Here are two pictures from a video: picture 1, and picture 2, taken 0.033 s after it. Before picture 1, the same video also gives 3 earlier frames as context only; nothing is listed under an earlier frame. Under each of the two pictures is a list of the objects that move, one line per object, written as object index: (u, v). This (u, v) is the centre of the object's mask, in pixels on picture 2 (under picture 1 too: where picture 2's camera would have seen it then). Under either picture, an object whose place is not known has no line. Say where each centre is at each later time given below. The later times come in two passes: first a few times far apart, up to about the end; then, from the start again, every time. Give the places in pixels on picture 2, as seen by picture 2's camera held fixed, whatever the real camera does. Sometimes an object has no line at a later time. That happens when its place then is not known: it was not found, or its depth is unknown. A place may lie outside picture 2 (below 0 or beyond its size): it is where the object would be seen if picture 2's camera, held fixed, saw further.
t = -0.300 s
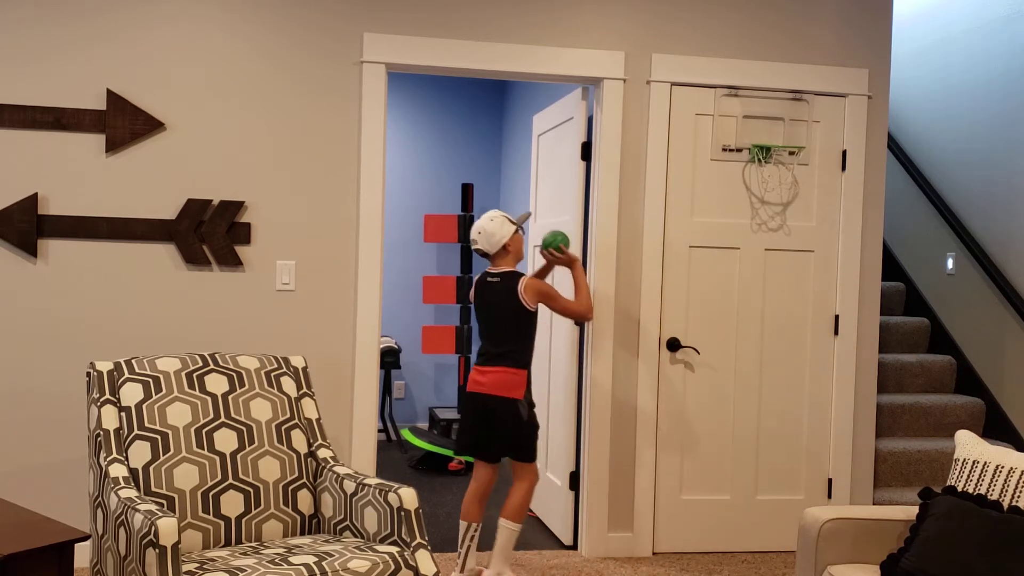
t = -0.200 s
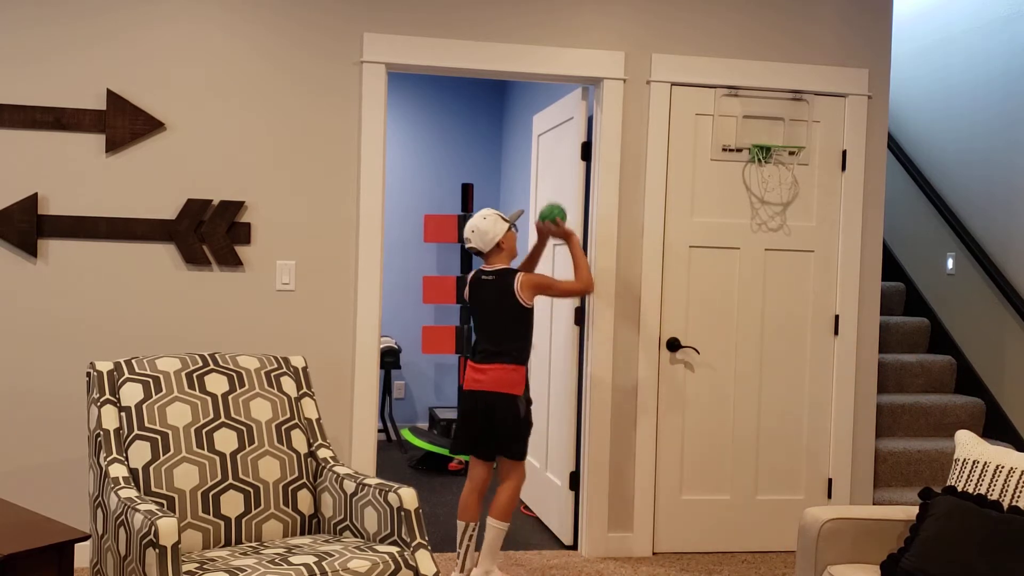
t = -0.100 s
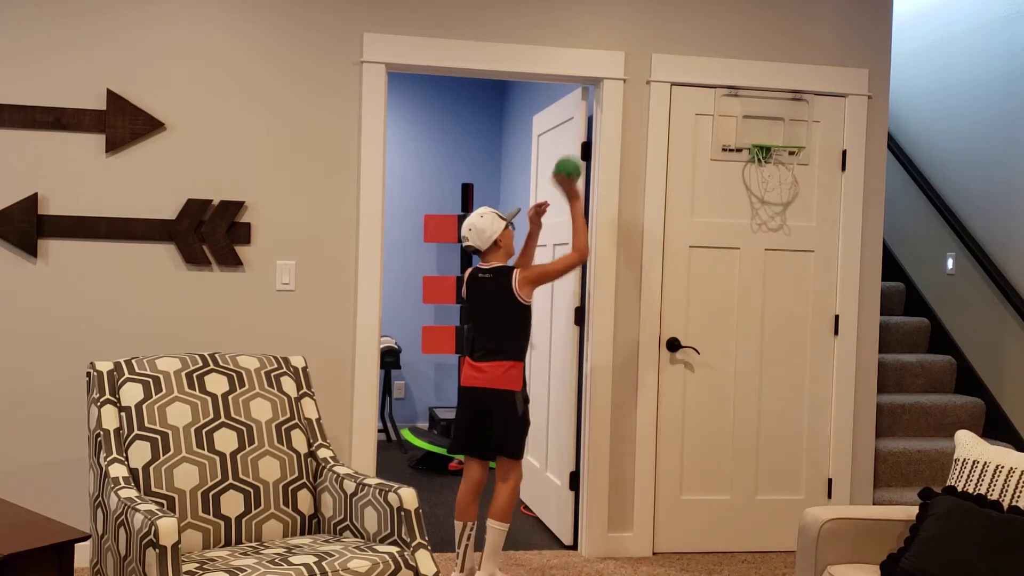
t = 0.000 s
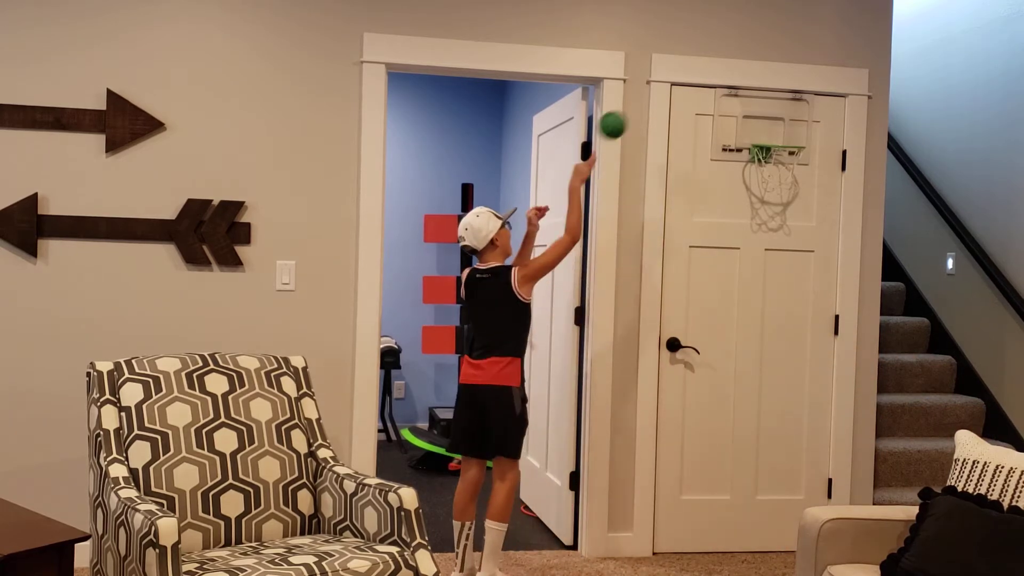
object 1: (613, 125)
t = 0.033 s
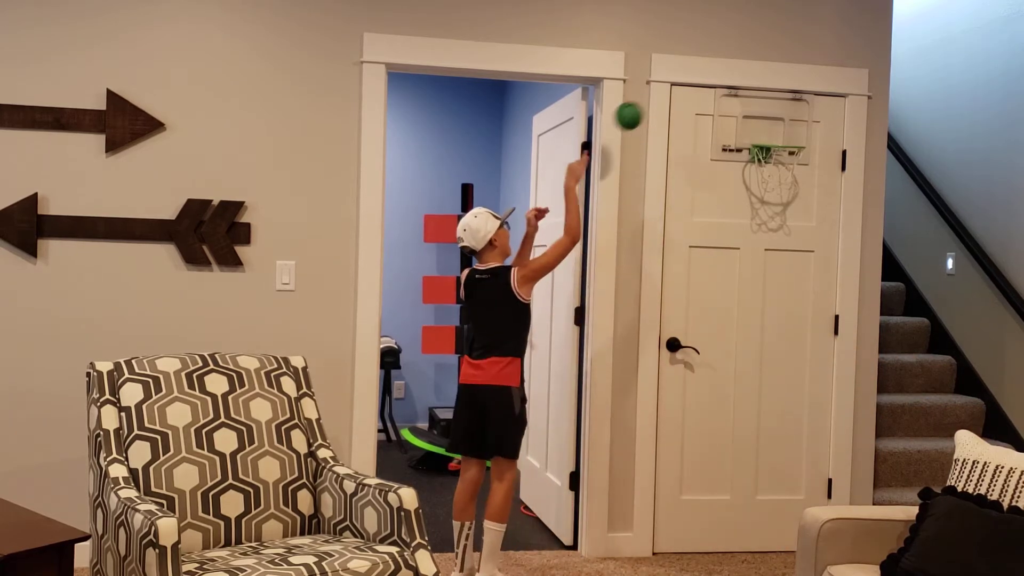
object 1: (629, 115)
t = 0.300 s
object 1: (749, 136)
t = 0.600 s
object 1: (697, 178)
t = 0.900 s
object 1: (636, 446)
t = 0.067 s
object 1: (644, 109)
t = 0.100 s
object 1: (661, 105)
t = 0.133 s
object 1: (676, 104)
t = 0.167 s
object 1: (692, 106)
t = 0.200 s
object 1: (707, 110)
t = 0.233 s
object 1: (722, 116)
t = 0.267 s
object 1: (736, 126)
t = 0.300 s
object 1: (749, 136)
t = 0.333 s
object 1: (744, 132)
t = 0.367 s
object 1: (739, 128)
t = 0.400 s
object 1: (734, 127)
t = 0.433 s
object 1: (728, 129)
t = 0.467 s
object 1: (722, 134)
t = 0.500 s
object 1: (716, 141)
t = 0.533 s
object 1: (710, 150)
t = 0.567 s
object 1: (704, 163)
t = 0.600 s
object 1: (697, 178)
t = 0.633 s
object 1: (691, 197)
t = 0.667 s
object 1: (684, 217)
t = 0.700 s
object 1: (678, 241)
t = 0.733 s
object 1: (671, 268)
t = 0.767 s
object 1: (664, 297)
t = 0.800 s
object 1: (657, 330)
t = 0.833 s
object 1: (650, 365)
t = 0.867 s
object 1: (642, 404)
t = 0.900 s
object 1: (636, 446)
